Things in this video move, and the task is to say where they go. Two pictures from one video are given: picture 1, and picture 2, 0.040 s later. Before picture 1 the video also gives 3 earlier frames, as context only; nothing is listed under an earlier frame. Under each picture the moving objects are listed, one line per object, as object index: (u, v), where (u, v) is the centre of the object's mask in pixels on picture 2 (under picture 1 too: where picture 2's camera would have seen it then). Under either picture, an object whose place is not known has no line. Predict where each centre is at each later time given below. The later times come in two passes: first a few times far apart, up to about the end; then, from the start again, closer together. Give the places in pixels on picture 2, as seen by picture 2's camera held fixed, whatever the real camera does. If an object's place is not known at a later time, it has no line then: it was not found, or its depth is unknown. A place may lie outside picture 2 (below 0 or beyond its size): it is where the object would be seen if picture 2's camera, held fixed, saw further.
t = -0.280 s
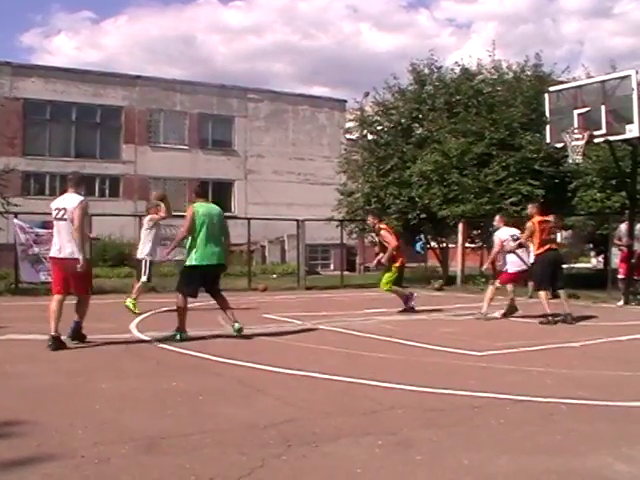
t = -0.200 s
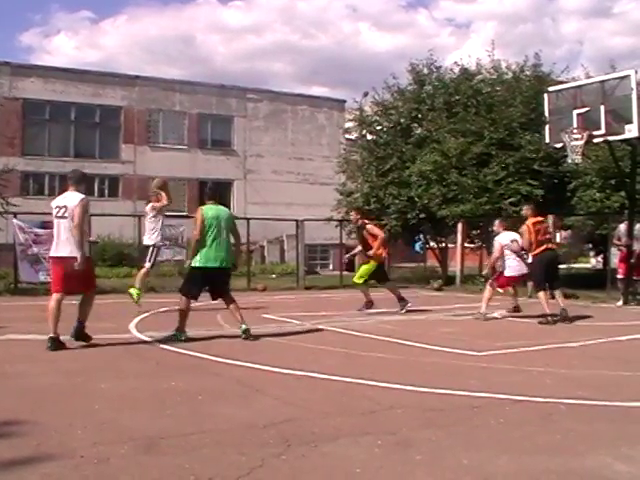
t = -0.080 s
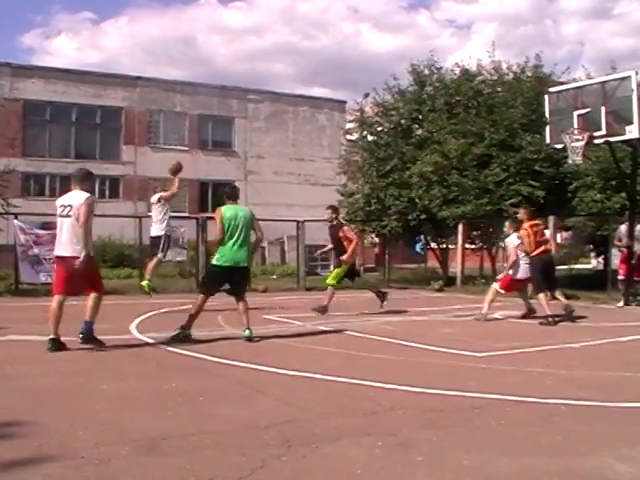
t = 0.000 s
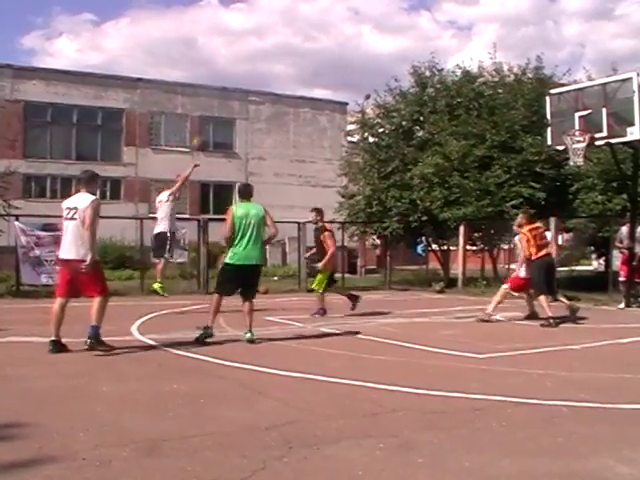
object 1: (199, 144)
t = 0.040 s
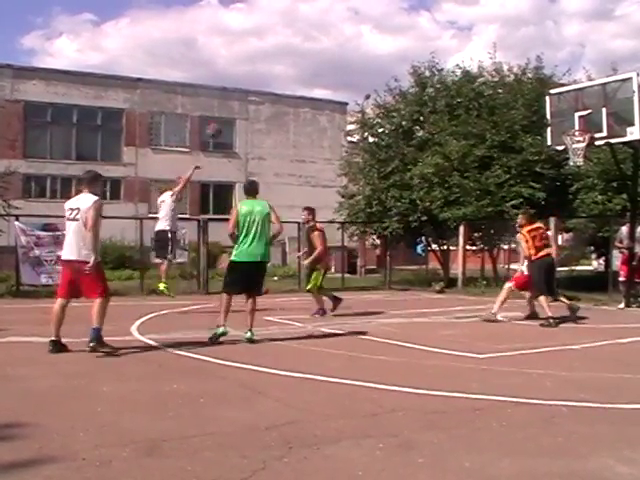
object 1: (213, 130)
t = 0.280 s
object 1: (302, 76)
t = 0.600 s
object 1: (415, 56)
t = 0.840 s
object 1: (499, 79)
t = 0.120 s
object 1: (243, 109)
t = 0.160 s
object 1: (257, 99)
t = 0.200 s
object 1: (273, 91)
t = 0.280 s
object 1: (302, 76)
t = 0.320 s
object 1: (316, 71)
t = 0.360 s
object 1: (330, 65)
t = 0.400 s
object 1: (345, 62)
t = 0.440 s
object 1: (359, 59)
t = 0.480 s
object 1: (373, 57)
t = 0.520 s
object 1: (387, 56)
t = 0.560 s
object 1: (401, 56)
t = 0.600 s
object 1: (415, 56)
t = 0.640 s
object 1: (429, 58)
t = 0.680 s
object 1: (443, 61)
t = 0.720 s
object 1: (457, 65)
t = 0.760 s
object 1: (470, 70)
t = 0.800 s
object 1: (485, 73)
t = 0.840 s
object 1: (499, 79)
